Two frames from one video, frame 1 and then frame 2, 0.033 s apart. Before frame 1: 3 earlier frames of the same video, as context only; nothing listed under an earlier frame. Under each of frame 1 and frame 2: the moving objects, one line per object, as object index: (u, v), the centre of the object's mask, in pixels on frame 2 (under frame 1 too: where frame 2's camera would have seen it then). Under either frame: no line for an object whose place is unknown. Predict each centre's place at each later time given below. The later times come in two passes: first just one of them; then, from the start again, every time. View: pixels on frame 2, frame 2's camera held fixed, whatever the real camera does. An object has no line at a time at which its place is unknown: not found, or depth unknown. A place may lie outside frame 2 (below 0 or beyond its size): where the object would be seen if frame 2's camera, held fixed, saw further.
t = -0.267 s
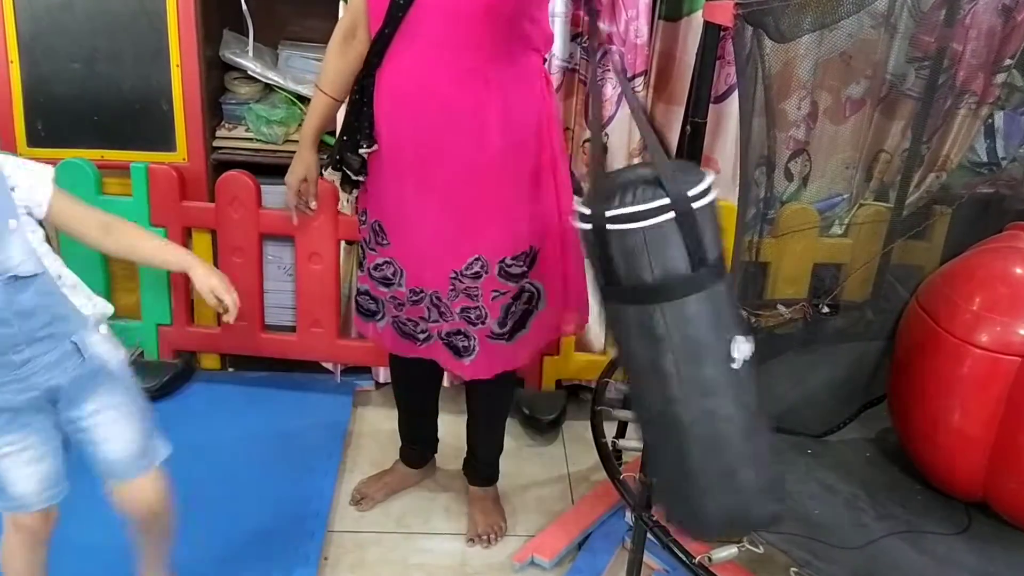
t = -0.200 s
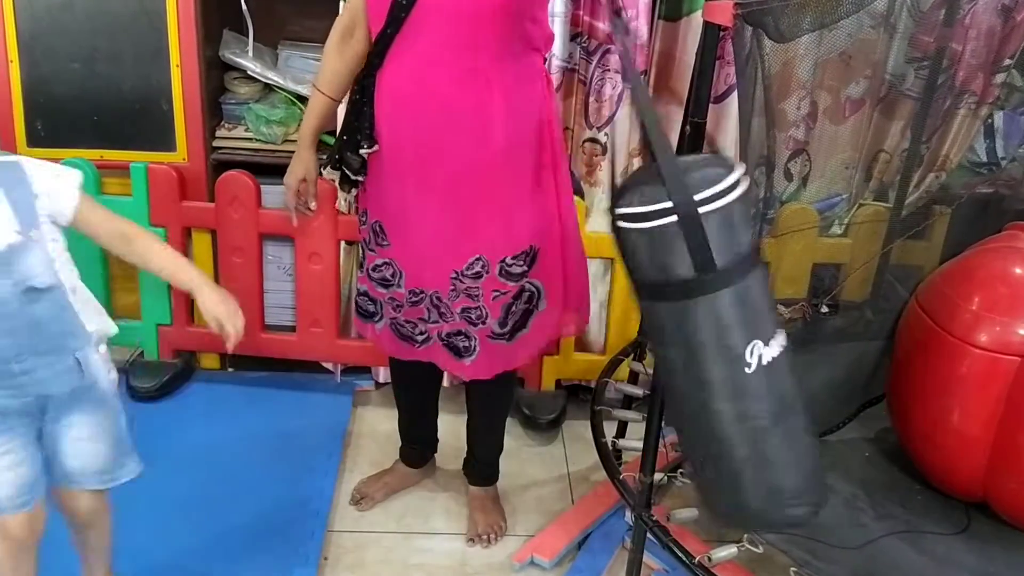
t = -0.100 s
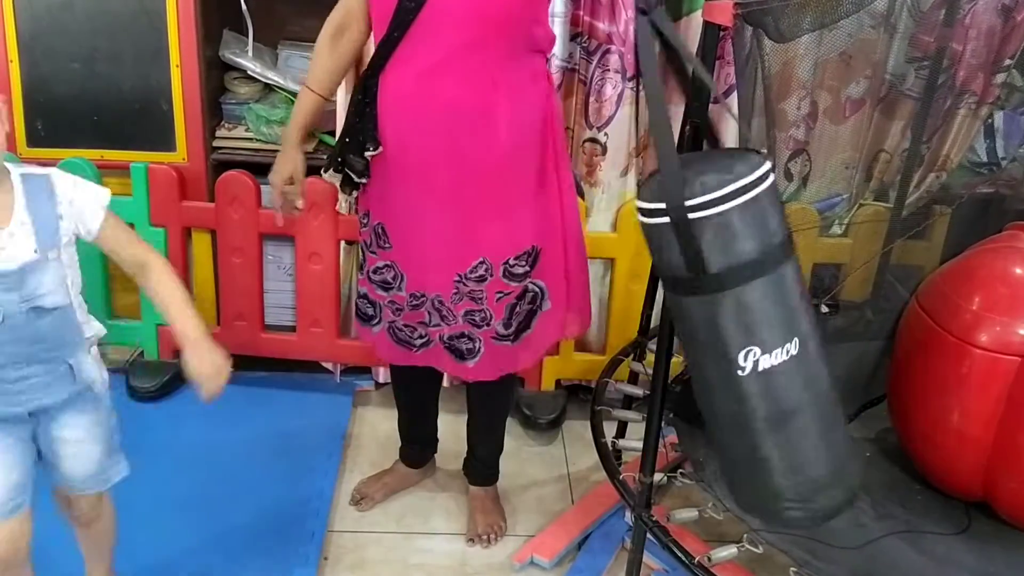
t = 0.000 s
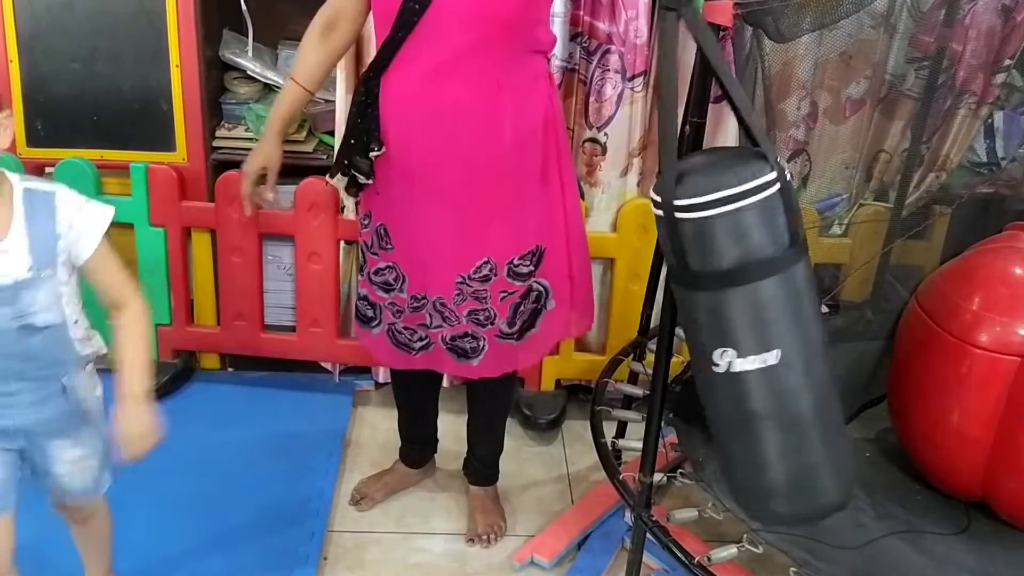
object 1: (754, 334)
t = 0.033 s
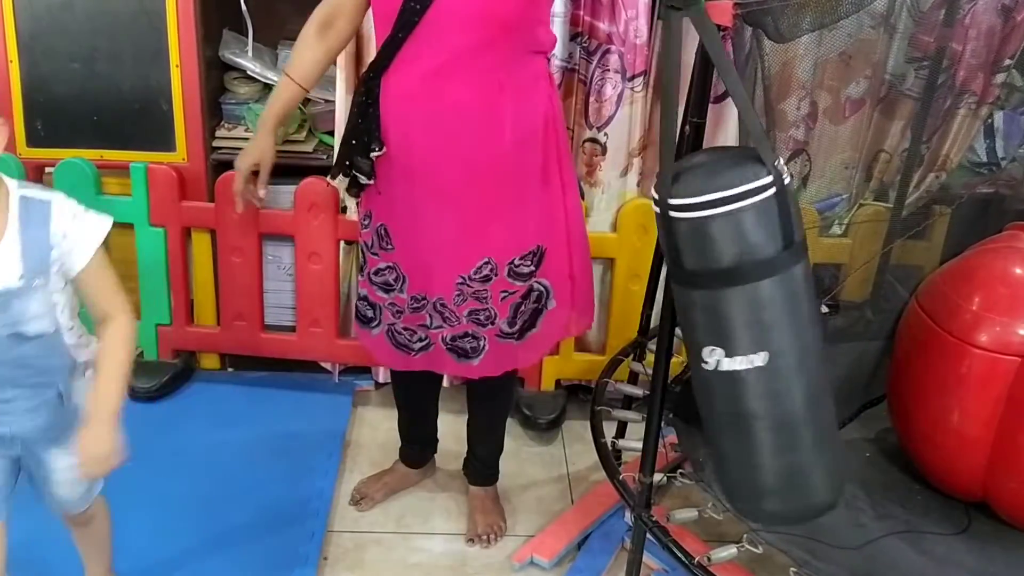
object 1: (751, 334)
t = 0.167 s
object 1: (713, 326)
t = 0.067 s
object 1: (745, 333)
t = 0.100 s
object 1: (736, 330)
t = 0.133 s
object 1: (726, 327)
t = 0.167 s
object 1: (713, 326)
